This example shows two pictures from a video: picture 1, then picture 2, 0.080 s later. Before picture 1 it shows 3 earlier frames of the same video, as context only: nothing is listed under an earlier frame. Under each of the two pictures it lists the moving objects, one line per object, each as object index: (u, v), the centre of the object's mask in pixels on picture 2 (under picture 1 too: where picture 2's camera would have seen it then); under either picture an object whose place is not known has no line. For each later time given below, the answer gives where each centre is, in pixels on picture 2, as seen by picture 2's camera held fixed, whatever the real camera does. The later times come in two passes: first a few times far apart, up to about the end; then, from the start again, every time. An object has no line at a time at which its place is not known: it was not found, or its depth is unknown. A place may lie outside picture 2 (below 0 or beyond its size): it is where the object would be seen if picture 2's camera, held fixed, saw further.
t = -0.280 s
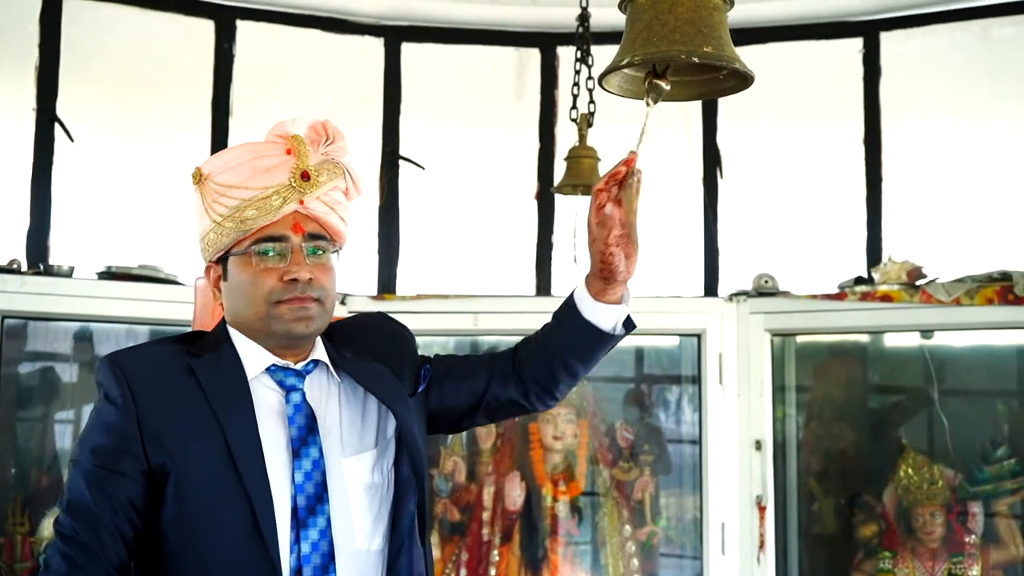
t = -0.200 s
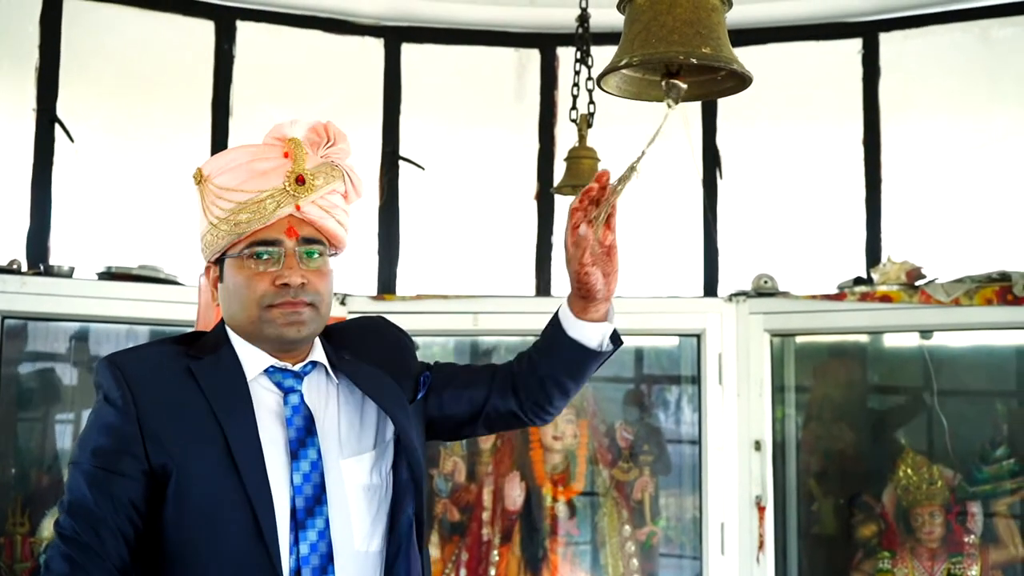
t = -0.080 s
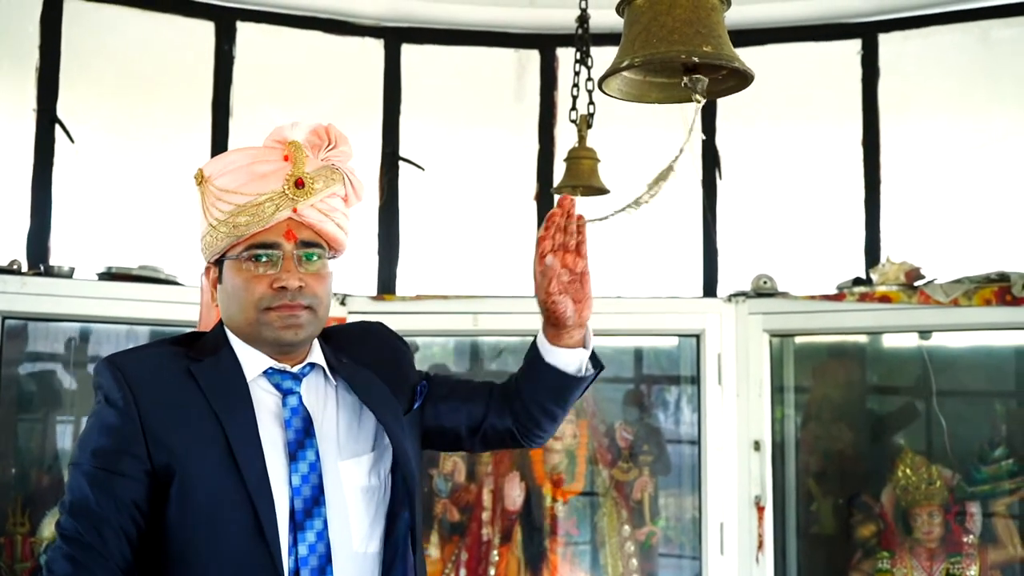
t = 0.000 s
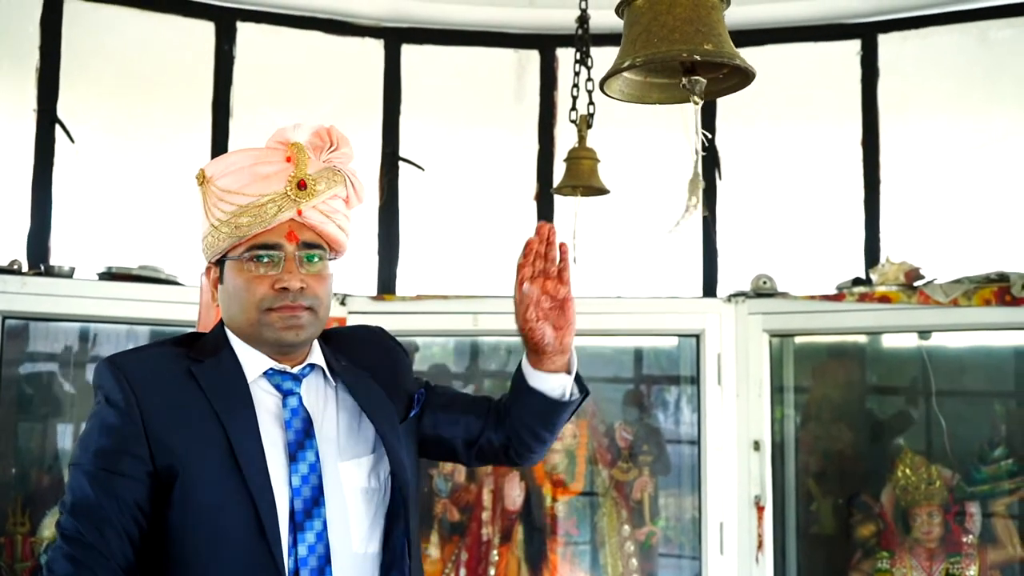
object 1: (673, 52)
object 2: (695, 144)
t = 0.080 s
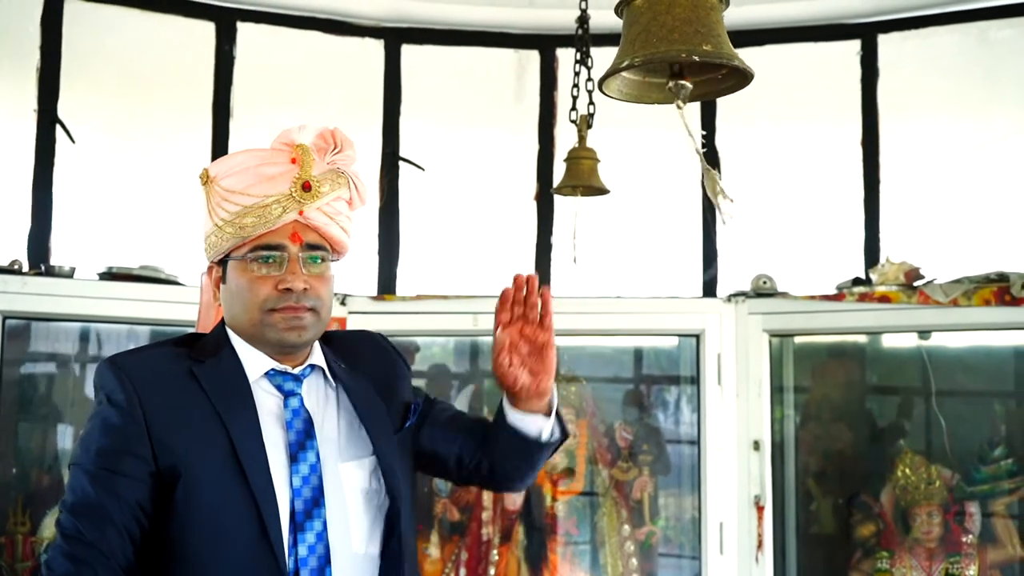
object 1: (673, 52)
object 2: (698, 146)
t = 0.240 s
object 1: (668, 51)
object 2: (672, 156)
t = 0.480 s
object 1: (663, 52)
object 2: (649, 161)
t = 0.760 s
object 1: (657, 52)
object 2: (670, 174)
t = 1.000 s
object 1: (657, 52)
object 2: (644, 154)
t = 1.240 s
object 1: (656, 55)
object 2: (665, 153)
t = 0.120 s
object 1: (672, 52)
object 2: (694, 151)
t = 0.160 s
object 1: (671, 51)
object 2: (693, 157)
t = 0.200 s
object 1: (670, 51)
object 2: (681, 154)
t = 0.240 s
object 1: (668, 51)
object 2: (672, 156)
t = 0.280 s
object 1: (667, 51)
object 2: (660, 152)
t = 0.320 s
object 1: (666, 51)
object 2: (653, 148)
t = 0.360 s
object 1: (665, 52)
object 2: (652, 149)
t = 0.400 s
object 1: (664, 52)
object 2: (650, 152)
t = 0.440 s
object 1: (663, 52)
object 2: (652, 155)
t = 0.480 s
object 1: (663, 52)
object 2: (649, 161)
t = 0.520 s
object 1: (663, 53)
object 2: (651, 161)
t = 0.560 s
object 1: (663, 53)
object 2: (660, 153)
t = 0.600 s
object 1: (662, 52)
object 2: (665, 150)
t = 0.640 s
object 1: (661, 53)
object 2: (668, 145)
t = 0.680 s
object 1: (659, 53)
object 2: (666, 147)
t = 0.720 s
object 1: (658, 53)
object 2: (665, 154)
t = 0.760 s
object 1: (657, 52)
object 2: (670, 174)
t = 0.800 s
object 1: (656, 52)
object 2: (669, 173)
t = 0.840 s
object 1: (655, 52)
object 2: (659, 164)
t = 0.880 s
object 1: (655, 52)
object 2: (653, 163)
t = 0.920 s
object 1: (656, 52)
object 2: (648, 166)
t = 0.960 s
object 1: (657, 53)
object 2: (644, 157)
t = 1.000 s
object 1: (657, 52)
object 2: (644, 154)
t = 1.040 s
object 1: (657, 52)
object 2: (645, 156)
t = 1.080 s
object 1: (657, 53)
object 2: (646, 161)
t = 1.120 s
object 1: (658, 53)
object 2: (650, 161)
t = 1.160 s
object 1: (657, 54)
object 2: (652, 163)
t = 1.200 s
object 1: (656, 55)
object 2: (657, 163)
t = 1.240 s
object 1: (656, 55)
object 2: (665, 153)
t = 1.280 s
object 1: (655, 56)
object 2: (665, 151)
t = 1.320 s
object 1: (654, 56)
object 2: (664, 153)
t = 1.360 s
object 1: (654, 57)
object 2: (662, 156)
